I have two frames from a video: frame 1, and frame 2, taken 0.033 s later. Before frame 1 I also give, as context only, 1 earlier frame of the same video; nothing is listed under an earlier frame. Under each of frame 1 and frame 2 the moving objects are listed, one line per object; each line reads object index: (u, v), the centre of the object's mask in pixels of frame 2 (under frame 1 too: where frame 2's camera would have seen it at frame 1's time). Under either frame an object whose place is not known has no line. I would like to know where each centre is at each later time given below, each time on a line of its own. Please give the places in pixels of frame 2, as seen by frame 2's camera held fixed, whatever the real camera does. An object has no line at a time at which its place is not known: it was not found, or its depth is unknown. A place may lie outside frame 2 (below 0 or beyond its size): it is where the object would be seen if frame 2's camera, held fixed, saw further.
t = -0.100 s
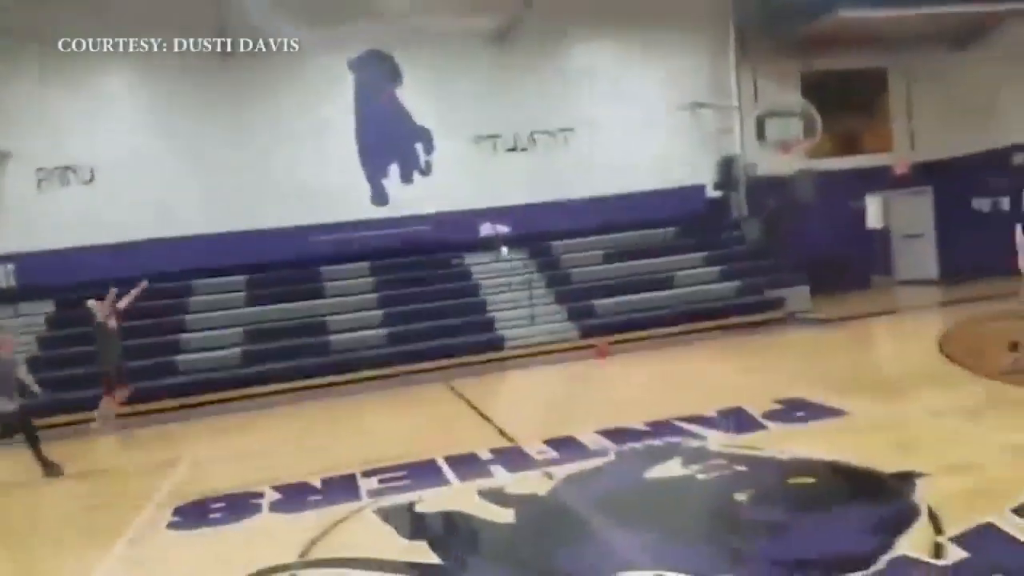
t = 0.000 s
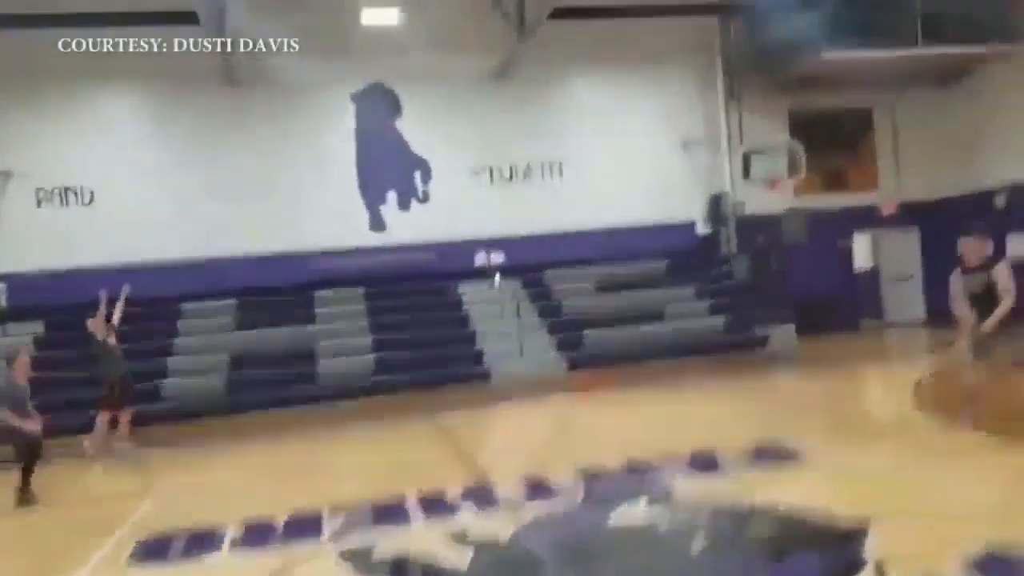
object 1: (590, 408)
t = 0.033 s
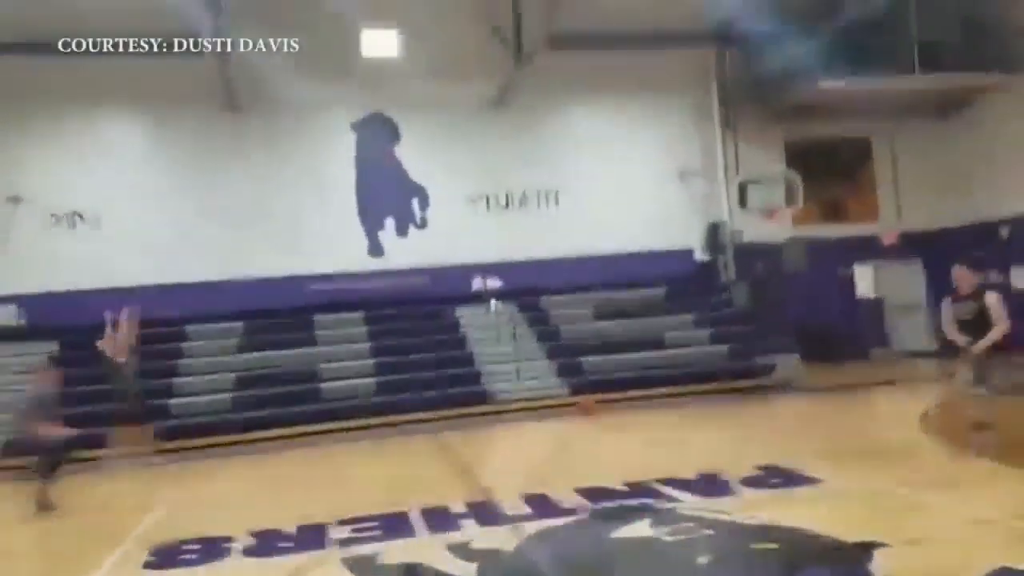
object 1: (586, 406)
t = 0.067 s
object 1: (578, 407)
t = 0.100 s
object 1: (569, 409)
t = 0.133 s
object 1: (568, 411)
